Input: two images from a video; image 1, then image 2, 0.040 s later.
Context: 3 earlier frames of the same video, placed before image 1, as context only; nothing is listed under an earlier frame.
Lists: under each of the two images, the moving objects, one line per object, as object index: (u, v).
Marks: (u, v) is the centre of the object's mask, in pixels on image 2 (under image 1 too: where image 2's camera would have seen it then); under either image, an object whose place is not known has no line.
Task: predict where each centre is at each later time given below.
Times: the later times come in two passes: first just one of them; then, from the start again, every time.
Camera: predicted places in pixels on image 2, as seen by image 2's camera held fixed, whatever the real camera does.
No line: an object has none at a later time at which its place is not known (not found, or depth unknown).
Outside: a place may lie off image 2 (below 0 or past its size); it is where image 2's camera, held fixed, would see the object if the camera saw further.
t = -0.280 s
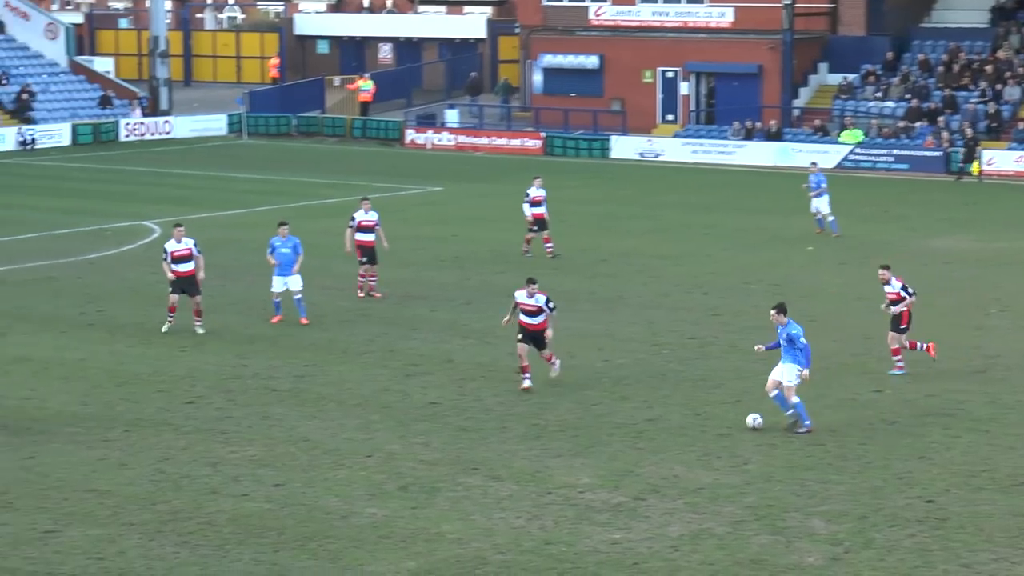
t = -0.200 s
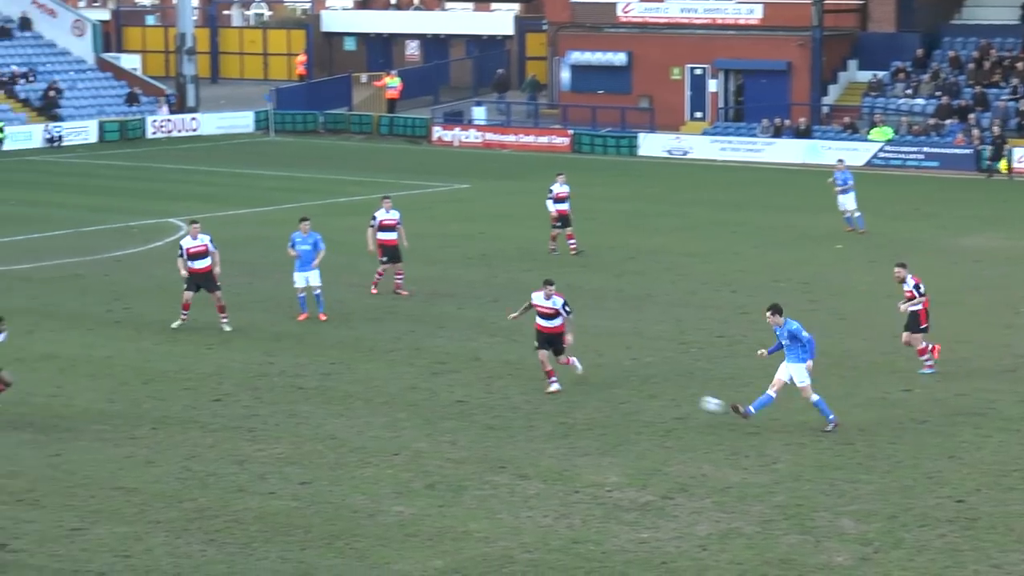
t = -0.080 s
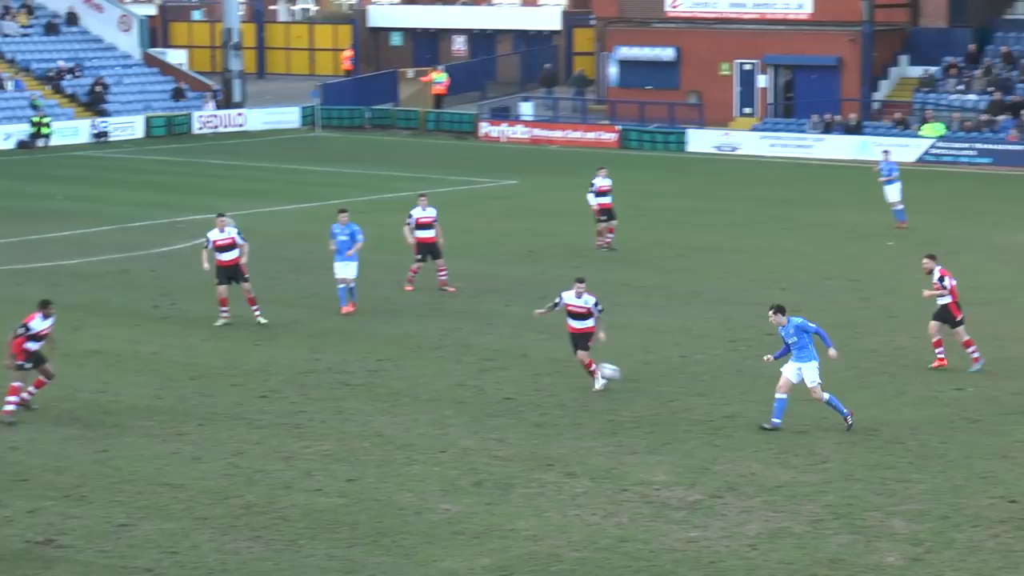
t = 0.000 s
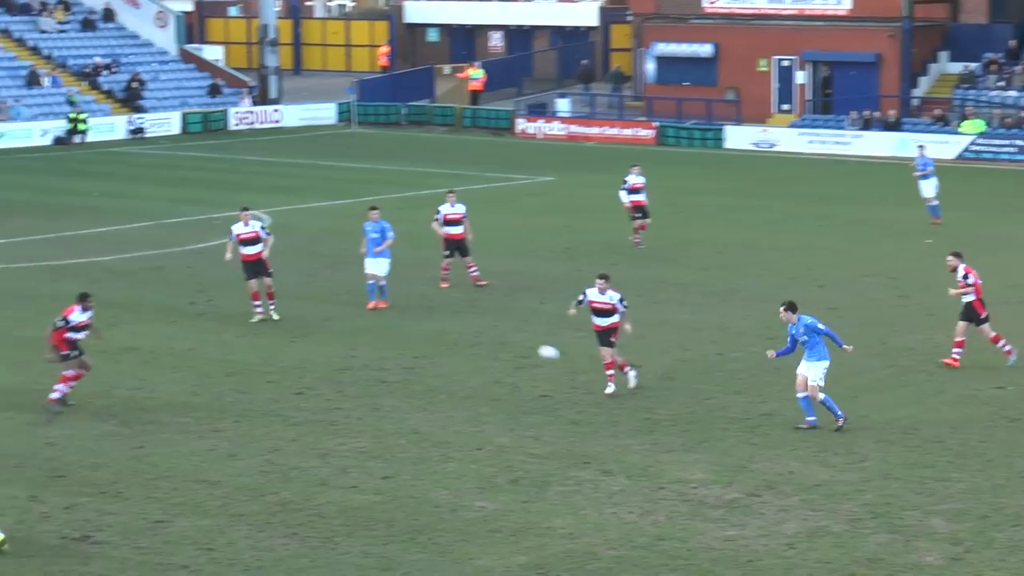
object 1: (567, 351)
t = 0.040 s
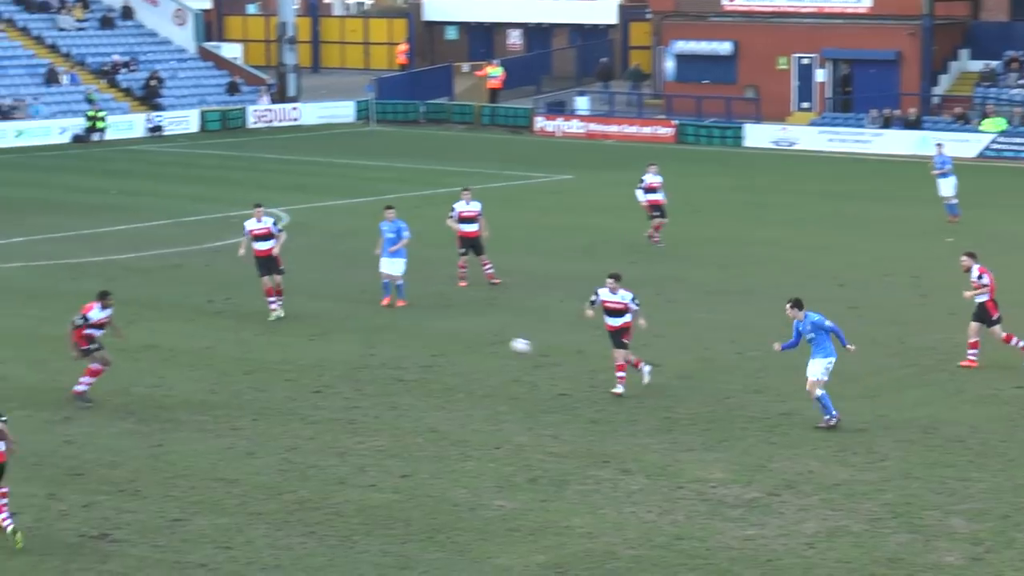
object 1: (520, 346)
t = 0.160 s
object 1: (389, 335)
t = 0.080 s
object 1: (475, 341)
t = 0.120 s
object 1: (432, 337)
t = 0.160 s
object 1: (389, 335)
